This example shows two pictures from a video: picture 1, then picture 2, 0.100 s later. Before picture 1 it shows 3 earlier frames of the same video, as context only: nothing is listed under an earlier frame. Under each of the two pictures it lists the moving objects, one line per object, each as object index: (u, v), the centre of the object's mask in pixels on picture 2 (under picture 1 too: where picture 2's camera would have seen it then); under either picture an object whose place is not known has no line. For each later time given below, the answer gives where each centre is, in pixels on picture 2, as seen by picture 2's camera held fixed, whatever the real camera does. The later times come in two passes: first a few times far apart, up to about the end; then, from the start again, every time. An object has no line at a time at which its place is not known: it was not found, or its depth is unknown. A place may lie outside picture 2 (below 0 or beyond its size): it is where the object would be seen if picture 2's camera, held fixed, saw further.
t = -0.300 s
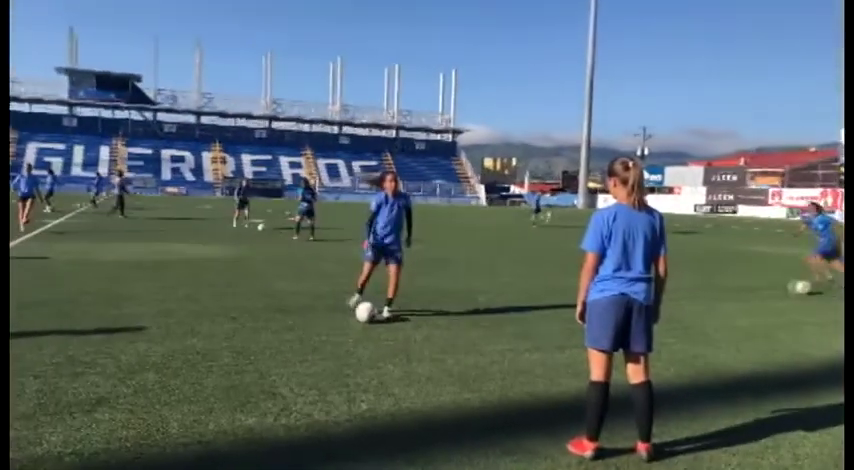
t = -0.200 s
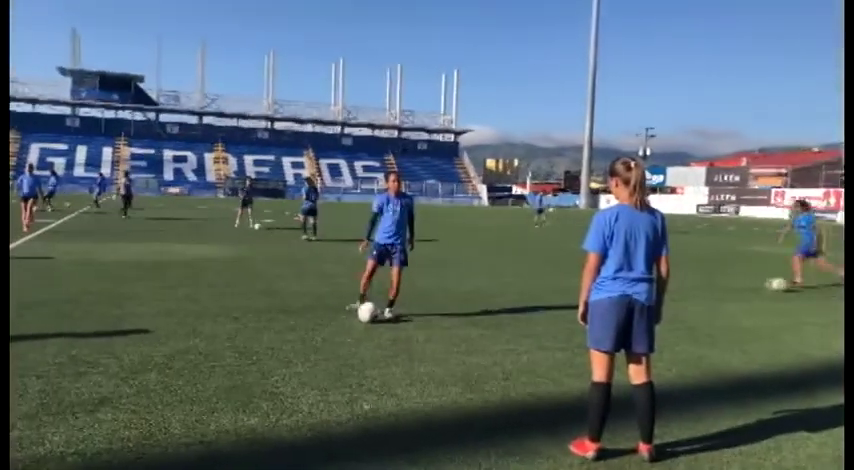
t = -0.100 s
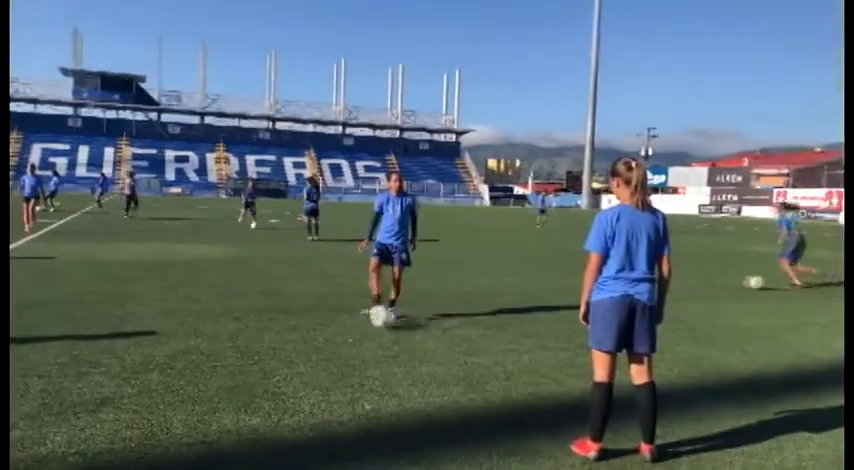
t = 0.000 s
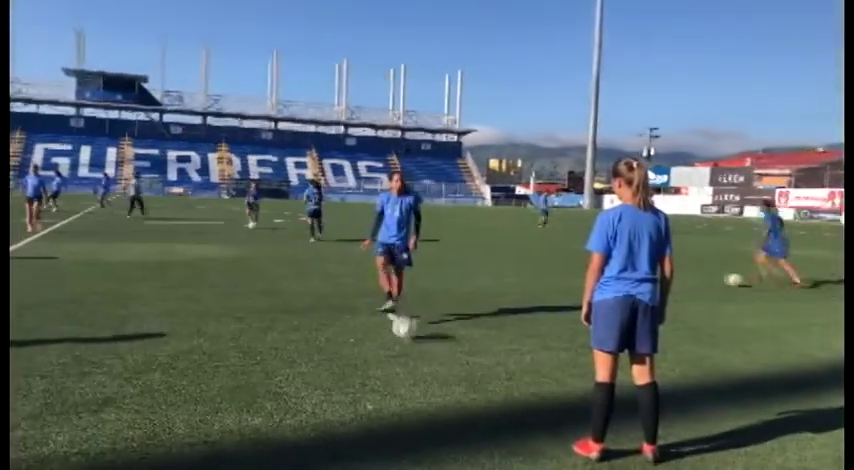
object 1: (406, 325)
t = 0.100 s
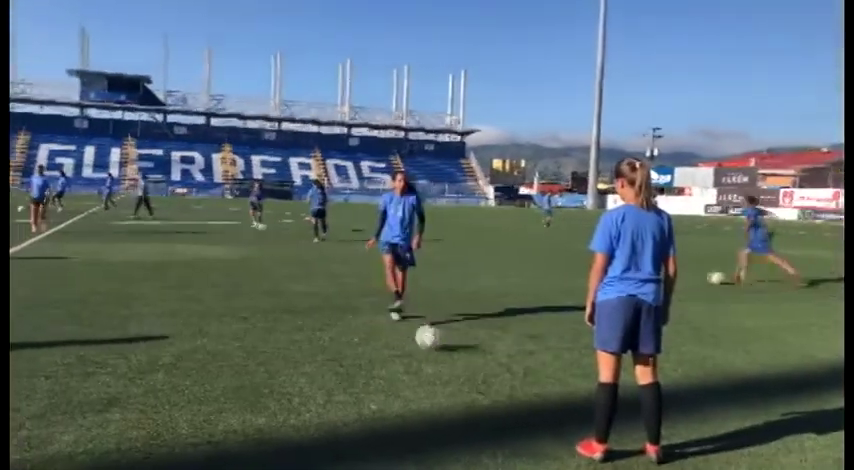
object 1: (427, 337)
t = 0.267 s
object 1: (462, 353)
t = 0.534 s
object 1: (530, 382)
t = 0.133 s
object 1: (435, 340)
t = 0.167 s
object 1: (441, 342)
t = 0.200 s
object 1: (447, 346)
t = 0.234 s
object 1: (455, 349)
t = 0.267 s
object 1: (462, 353)
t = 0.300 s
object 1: (470, 356)
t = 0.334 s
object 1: (477, 359)
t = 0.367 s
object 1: (485, 363)
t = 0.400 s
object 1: (493, 367)
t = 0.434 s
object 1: (501, 370)
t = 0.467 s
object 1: (509, 374)
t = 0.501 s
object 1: (519, 378)
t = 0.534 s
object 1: (530, 382)
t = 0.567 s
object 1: (538, 386)
